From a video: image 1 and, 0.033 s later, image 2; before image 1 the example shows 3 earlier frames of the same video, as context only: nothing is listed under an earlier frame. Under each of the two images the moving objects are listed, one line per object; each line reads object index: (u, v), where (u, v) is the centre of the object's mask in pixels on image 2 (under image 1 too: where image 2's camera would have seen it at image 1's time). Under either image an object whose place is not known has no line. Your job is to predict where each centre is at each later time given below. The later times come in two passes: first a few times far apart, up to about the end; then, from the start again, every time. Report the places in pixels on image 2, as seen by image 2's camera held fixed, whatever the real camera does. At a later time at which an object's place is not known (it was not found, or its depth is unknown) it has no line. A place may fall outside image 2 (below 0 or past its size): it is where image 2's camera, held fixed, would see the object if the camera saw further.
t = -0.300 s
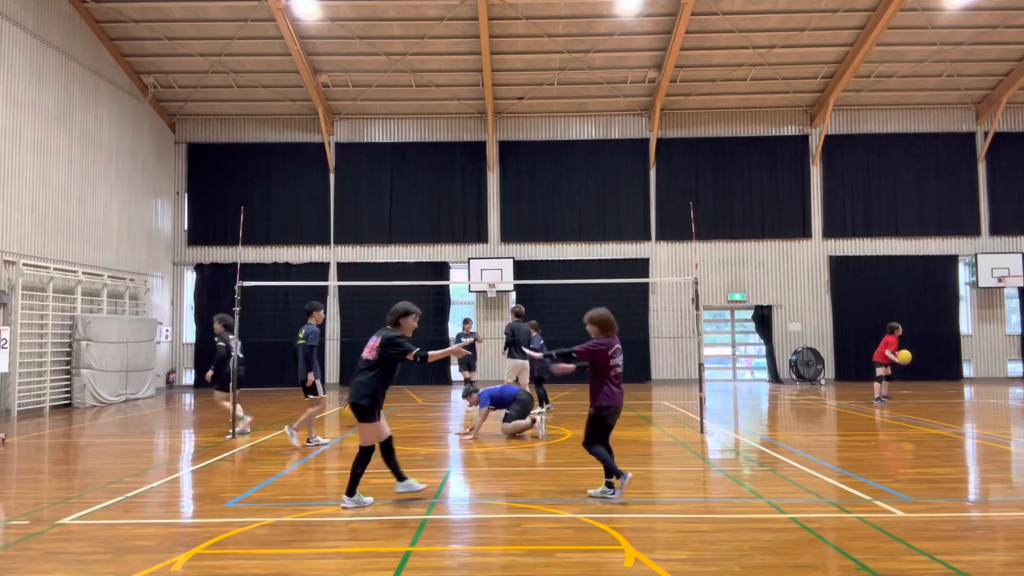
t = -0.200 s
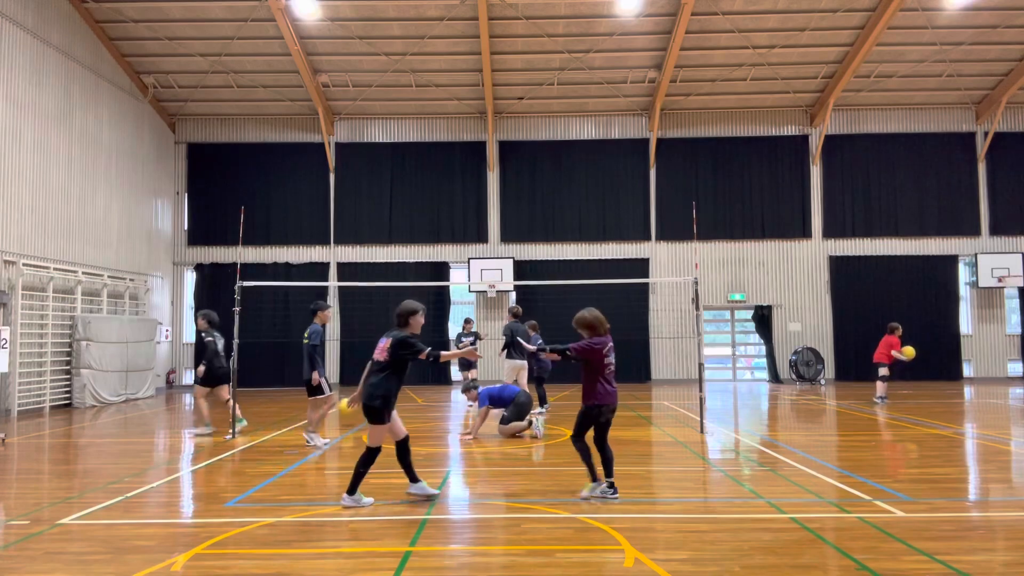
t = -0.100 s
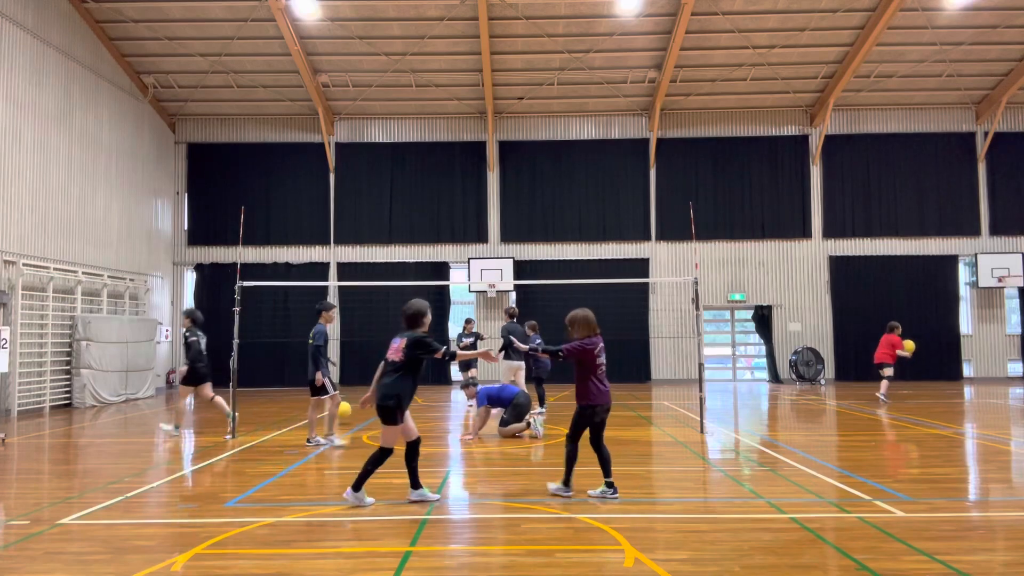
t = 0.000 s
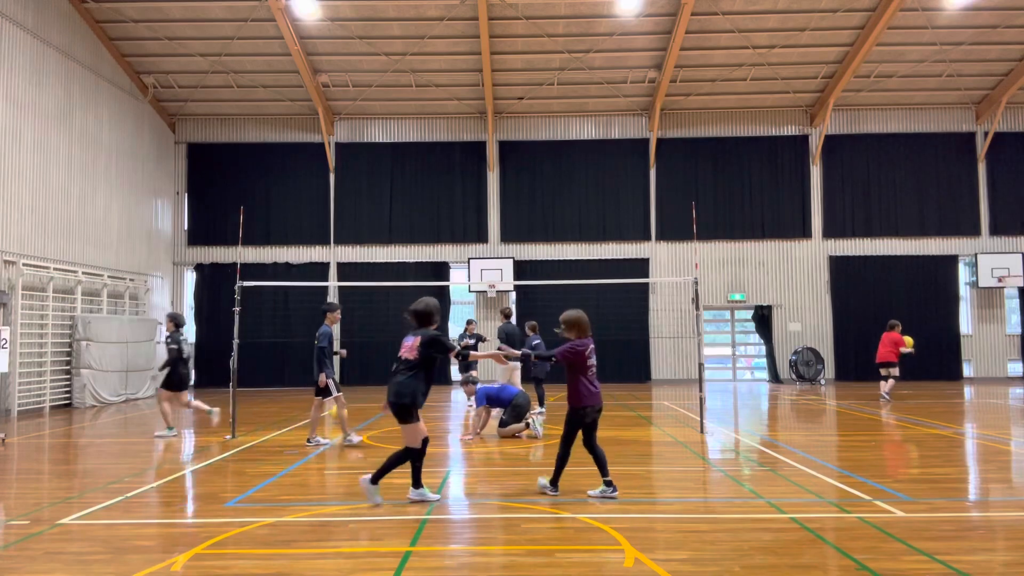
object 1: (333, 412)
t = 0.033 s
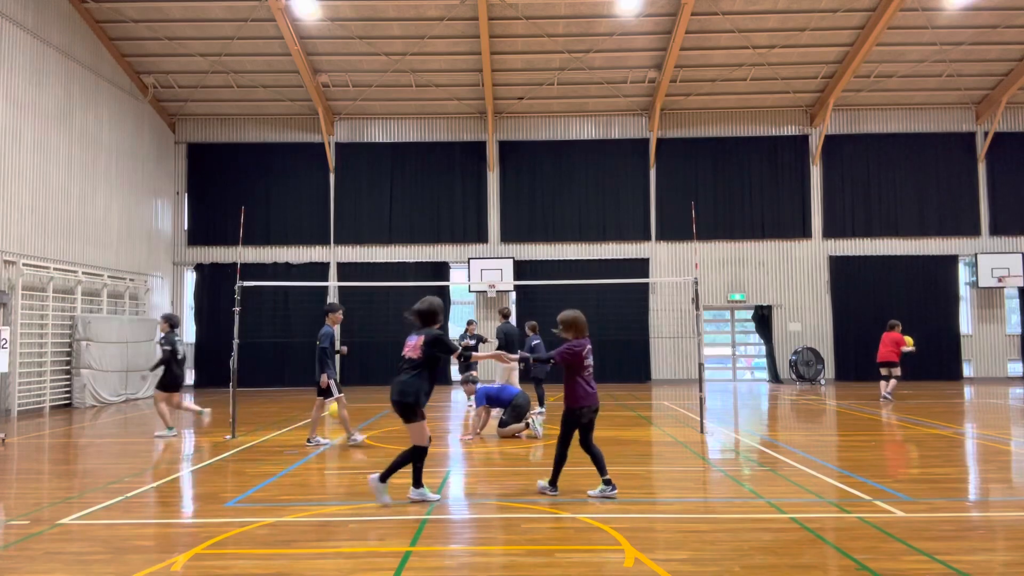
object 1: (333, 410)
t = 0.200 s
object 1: (337, 409)
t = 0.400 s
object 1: (324, 408)
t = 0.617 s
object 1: (317, 408)
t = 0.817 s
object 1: (311, 409)
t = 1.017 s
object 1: (305, 408)
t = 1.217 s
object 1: (300, 407)
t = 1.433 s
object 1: (295, 406)
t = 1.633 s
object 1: (290, 406)
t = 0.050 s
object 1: (334, 410)
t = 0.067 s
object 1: (333, 409)
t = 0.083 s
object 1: (333, 408)
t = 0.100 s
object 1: (334, 409)
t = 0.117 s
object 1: (335, 408)
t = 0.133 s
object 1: (335, 408)
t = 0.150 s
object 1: (336, 409)
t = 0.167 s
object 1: (336, 409)
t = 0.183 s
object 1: (337, 409)
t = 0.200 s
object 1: (337, 409)
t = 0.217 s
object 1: (326, 405)
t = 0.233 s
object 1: (325, 408)
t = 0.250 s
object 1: (326, 409)
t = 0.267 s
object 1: (326, 410)
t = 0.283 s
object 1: (327, 412)
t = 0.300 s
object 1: (327, 413)
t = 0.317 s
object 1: (327, 411)
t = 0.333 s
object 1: (326, 411)
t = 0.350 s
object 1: (326, 410)
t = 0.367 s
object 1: (325, 409)
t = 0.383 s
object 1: (325, 408)
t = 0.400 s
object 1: (324, 408)
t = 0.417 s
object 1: (324, 408)
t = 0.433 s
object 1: (323, 408)
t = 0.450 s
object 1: (323, 408)
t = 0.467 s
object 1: (322, 408)
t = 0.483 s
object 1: (321, 408)
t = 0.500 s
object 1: (321, 409)
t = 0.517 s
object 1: (320, 410)
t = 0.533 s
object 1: (319, 410)
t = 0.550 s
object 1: (319, 411)
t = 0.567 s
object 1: (318, 410)
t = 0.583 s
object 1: (318, 410)
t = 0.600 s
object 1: (317, 409)
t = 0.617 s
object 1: (317, 408)
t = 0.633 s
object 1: (316, 408)
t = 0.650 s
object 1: (316, 408)
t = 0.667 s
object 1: (315, 408)
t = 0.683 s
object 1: (315, 408)
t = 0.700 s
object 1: (315, 408)
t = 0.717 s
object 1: (314, 408)
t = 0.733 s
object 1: (313, 408)
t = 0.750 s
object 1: (312, 409)
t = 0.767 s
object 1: (312, 410)
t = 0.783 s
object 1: (312, 409)
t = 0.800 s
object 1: (311, 409)
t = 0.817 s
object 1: (311, 409)
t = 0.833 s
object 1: (310, 408)
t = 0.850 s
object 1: (310, 408)
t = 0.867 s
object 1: (309, 408)
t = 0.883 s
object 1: (309, 408)
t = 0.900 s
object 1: (308, 408)
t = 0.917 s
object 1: (308, 409)
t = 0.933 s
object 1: (308, 409)
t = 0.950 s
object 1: (307, 409)
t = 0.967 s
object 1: (306, 409)
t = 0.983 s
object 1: (306, 409)
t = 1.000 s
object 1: (306, 409)
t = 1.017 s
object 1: (305, 408)
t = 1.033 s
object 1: (305, 408)
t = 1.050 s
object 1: (304, 408)
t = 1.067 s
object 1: (304, 407)
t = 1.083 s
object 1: (303, 407)
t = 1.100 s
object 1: (303, 408)
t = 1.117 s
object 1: (303, 408)
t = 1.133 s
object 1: (302, 408)
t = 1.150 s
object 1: (302, 408)
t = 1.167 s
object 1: (301, 408)
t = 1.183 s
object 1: (301, 407)
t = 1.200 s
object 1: (300, 407)
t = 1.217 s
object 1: (300, 407)
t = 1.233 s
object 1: (300, 407)
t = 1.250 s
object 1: (299, 407)
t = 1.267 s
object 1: (299, 407)
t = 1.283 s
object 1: (298, 407)
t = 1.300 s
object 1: (298, 407)
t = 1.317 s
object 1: (298, 407)
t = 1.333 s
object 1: (297, 407)
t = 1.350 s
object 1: (297, 406)
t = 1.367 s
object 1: (296, 406)
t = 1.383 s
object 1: (296, 406)
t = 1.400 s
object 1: (296, 406)
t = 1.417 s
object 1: (295, 406)
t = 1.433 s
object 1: (295, 406)
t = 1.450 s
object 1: (294, 406)
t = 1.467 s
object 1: (294, 406)
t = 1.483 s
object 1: (293, 406)
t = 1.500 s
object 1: (293, 406)
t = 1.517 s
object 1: (293, 406)
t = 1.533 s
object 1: (292, 406)
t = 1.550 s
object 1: (292, 406)
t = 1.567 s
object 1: (292, 405)
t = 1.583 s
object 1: (291, 405)
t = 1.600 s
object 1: (291, 405)
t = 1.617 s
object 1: (291, 406)
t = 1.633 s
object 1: (290, 406)
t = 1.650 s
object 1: (290, 405)
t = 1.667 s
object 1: (290, 405)
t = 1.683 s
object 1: (289, 405)
